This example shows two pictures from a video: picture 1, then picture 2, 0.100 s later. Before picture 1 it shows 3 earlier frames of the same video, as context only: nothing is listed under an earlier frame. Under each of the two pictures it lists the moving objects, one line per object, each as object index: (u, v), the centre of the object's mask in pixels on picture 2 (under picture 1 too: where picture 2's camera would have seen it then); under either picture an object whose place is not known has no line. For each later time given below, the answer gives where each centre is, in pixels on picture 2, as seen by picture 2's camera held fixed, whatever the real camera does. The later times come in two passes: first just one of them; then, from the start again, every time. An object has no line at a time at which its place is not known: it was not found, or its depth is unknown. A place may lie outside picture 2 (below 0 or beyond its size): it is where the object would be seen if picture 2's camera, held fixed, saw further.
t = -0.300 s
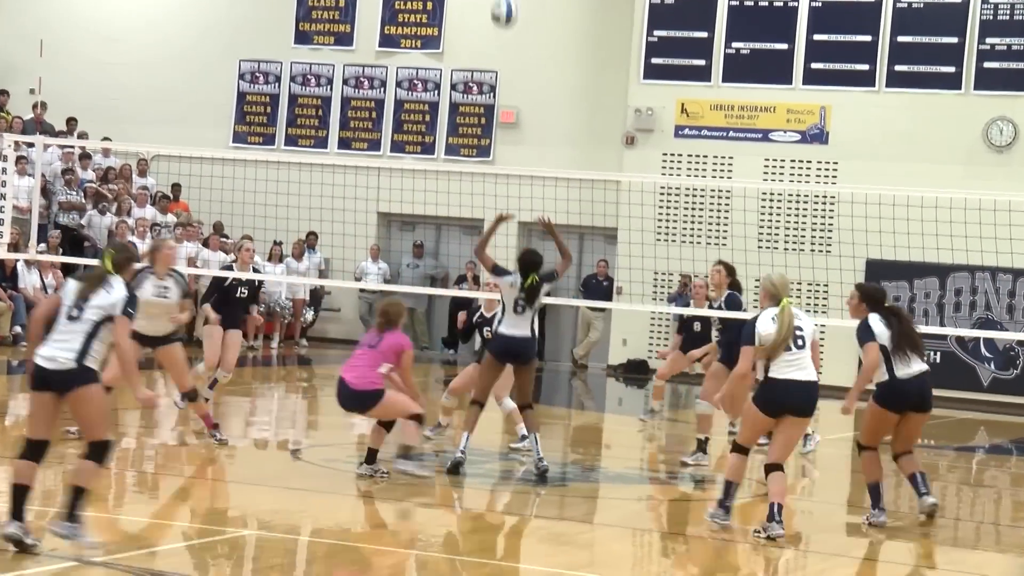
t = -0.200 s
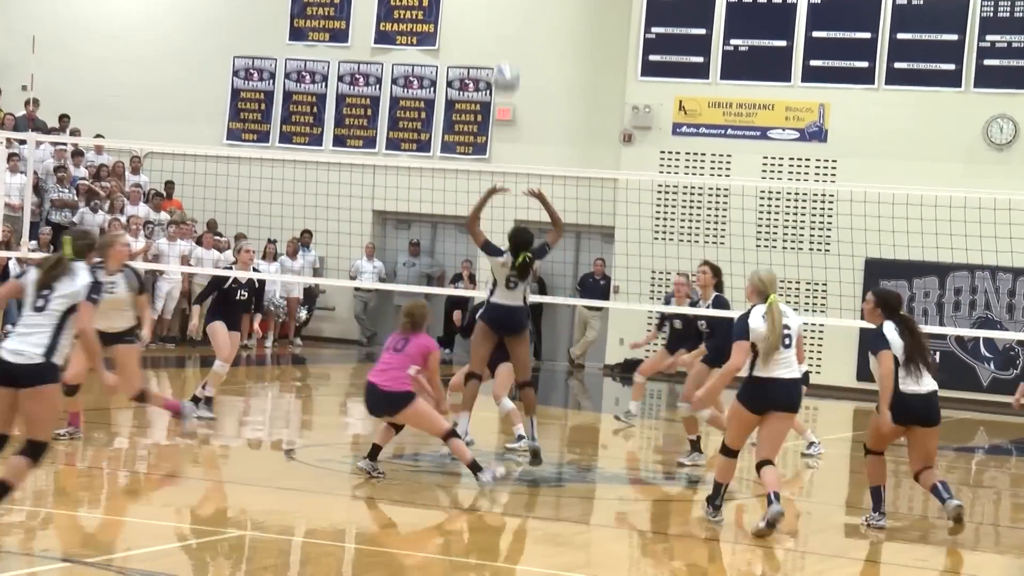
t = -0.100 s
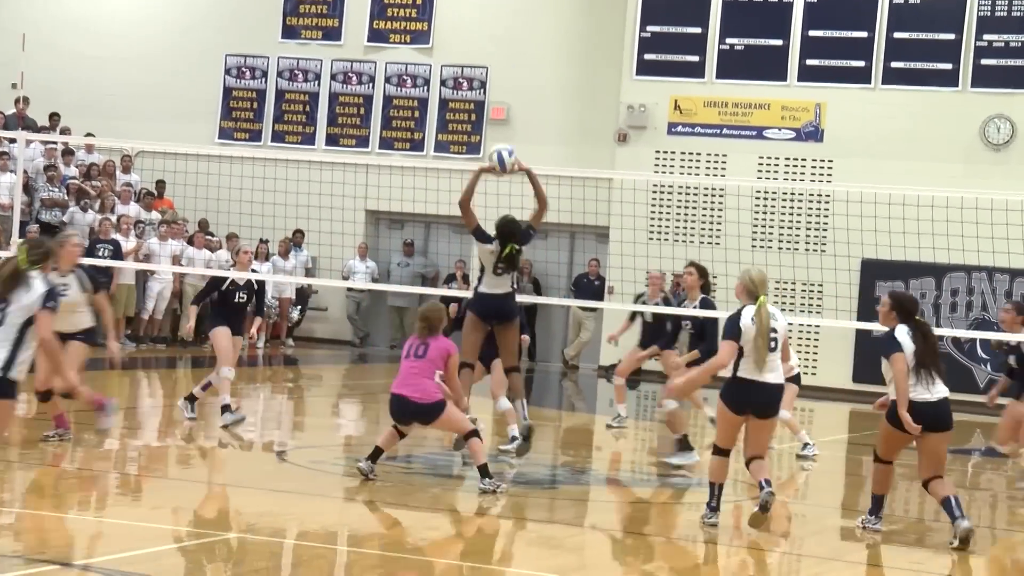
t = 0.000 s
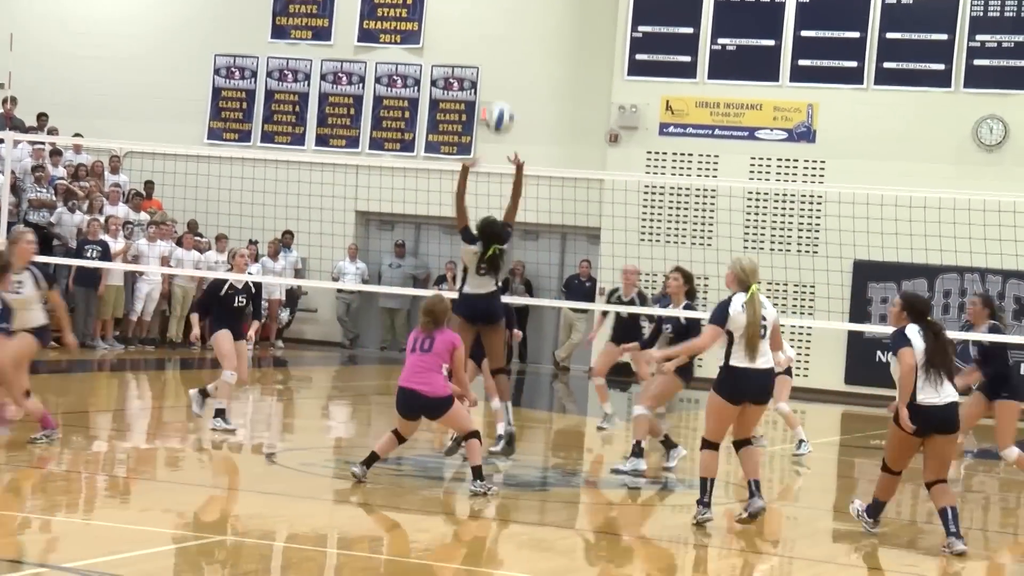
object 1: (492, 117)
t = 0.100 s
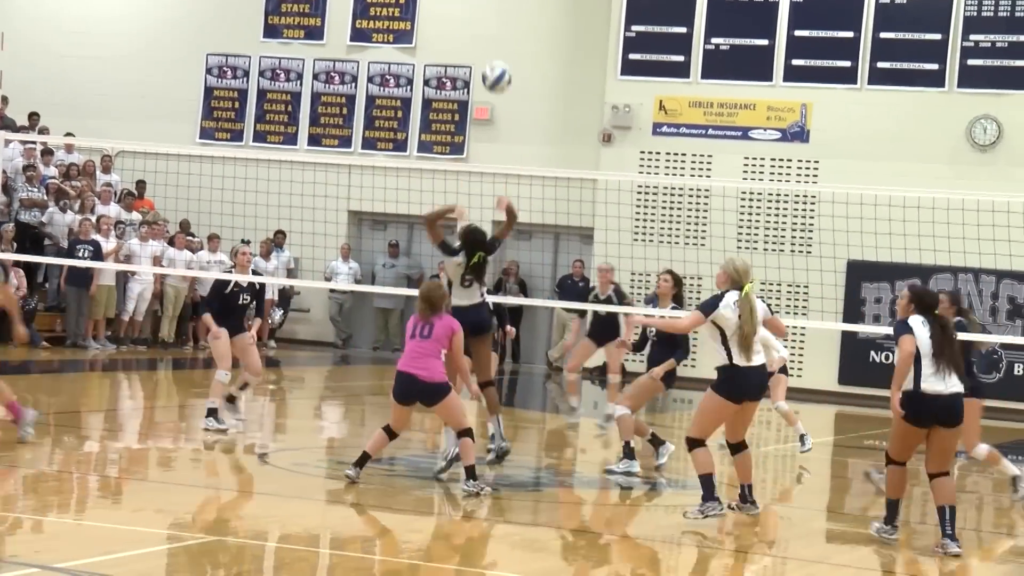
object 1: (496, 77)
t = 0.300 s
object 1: (500, 37)
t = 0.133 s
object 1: (498, 66)
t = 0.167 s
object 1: (498, 58)
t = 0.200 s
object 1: (499, 50)
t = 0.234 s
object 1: (499, 44)
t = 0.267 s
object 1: (500, 40)
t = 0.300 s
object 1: (500, 37)
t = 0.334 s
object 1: (501, 36)
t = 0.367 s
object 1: (502, 36)
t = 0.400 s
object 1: (502, 38)
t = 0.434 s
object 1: (502, 42)
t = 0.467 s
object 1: (502, 47)
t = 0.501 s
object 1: (502, 54)
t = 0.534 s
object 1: (501, 64)
